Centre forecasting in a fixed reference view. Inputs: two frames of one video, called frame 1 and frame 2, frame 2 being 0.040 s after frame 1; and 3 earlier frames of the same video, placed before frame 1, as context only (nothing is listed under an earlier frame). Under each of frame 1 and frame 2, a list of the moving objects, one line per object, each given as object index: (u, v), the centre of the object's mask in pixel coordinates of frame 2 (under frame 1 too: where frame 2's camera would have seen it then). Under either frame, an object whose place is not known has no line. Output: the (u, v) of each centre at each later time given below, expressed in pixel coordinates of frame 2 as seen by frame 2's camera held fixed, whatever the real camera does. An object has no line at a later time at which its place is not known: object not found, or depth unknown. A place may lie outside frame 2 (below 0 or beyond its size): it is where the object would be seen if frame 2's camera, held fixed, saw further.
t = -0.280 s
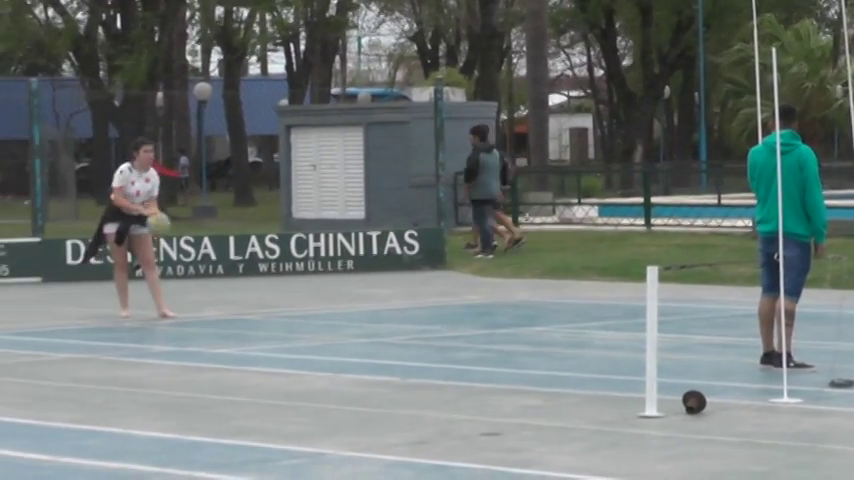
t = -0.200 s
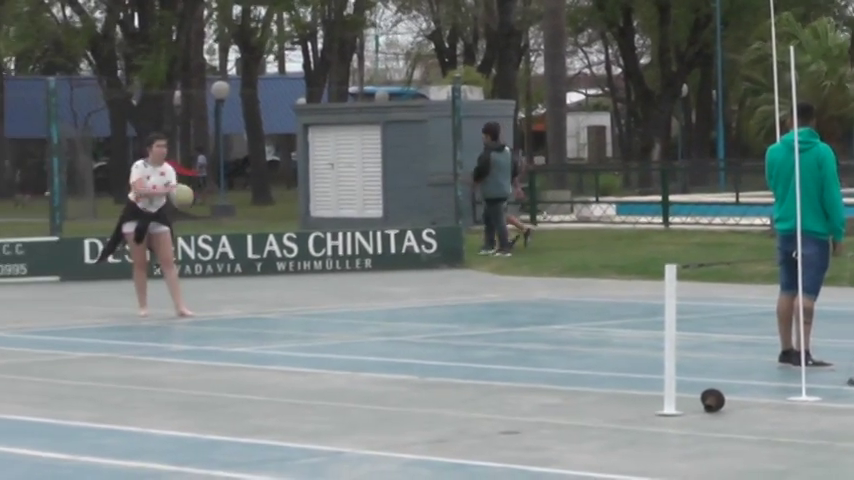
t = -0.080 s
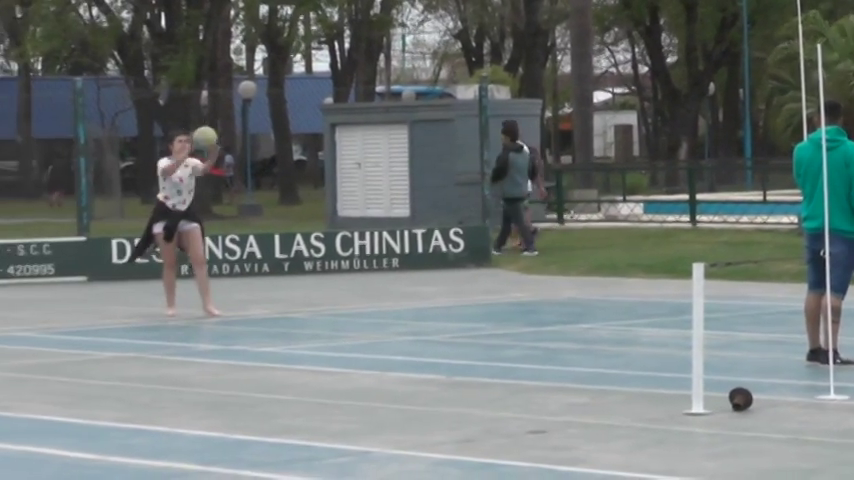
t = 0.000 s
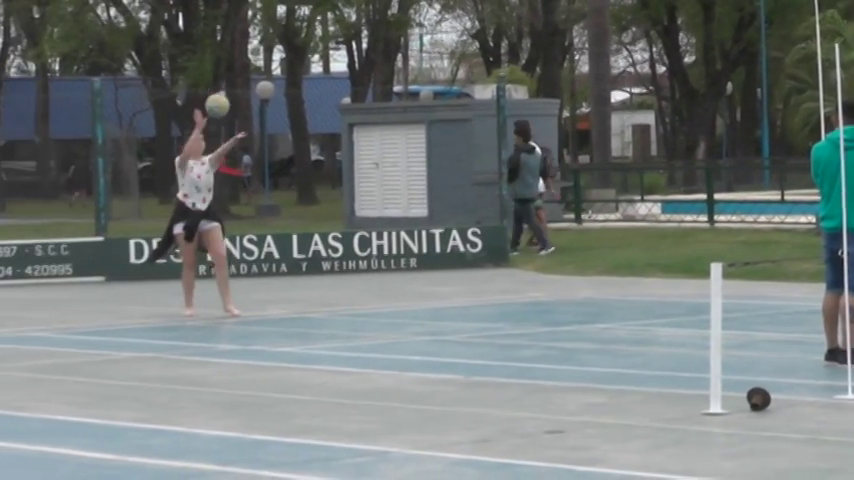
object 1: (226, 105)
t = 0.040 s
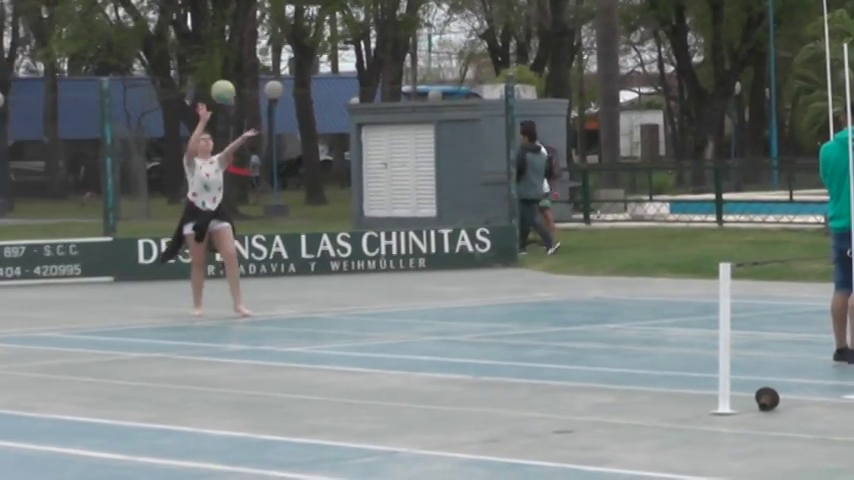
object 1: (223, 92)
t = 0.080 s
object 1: (219, 79)
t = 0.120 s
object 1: (216, 69)
